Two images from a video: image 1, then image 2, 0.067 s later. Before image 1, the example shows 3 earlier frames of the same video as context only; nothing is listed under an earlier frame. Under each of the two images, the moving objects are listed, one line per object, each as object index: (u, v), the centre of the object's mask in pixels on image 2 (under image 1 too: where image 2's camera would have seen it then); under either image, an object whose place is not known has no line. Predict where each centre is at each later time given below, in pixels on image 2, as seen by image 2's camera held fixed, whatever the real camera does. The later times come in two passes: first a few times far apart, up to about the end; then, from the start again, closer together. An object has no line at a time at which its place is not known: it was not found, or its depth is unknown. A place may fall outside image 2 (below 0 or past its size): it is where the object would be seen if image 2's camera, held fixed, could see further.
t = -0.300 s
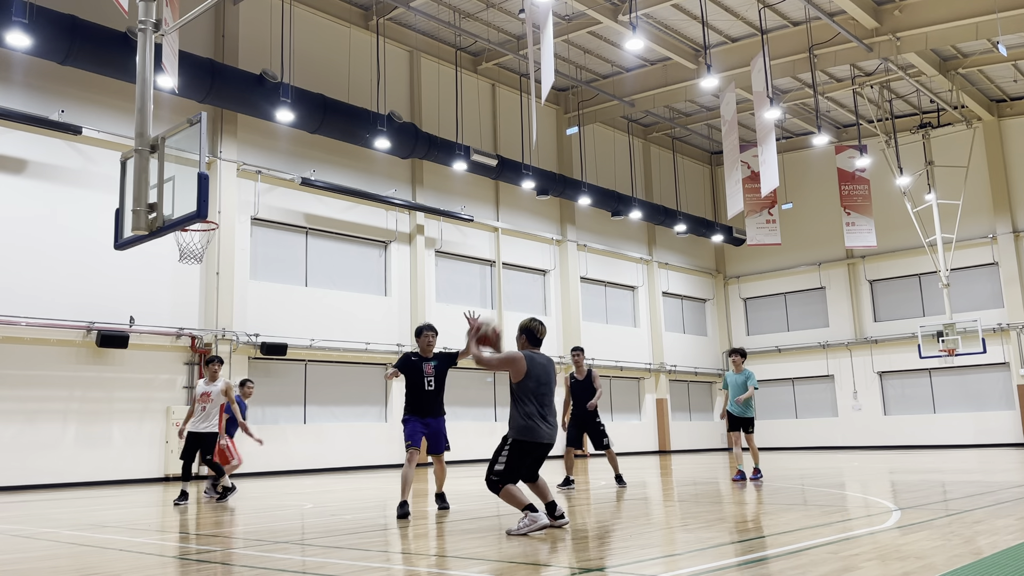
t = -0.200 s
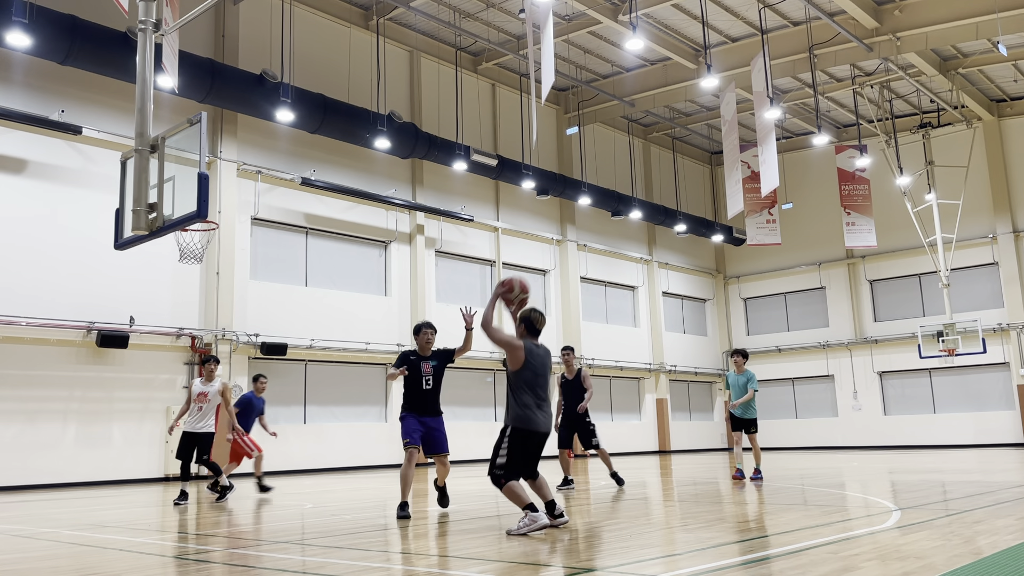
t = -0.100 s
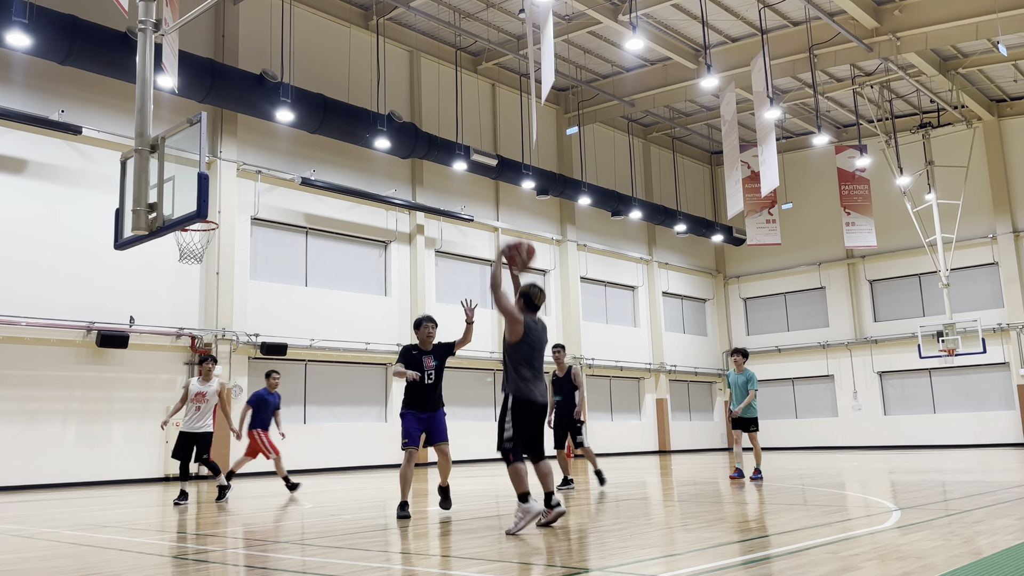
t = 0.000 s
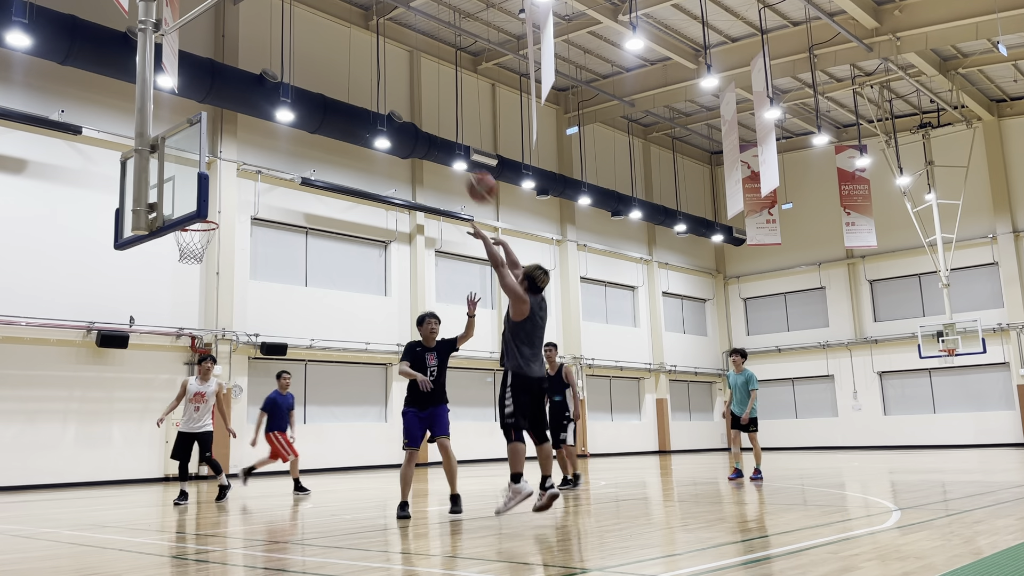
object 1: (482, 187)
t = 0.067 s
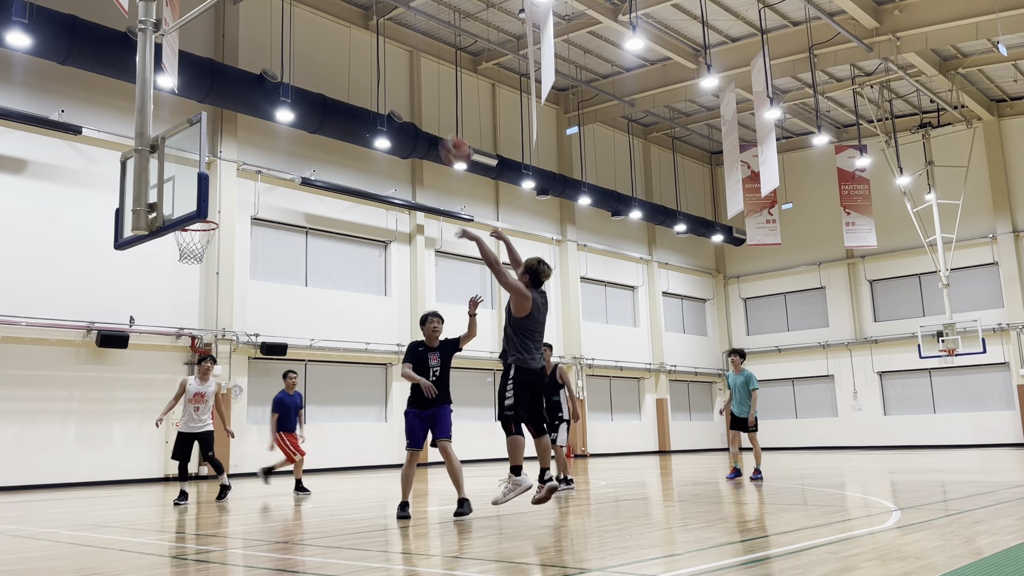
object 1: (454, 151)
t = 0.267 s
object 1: (386, 85)
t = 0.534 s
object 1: (310, 70)
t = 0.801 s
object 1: (248, 120)
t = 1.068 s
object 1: (196, 228)
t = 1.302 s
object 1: (187, 246)
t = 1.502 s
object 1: (195, 275)
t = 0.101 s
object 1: (443, 137)
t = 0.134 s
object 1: (430, 123)
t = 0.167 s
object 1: (419, 111)
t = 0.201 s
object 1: (407, 101)
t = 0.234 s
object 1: (397, 92)
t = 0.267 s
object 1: (386, 85)
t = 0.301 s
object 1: (375, 79)
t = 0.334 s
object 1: (365, 74)
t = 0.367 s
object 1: (355, 71)
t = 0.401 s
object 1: (346, 68)
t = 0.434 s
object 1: (337, 67)
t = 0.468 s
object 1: (328, 67)
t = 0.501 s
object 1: (319, 68)
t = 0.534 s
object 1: (310, 70)
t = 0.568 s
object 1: (302, 73)
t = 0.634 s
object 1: (286, 83)
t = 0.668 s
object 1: (278, 88)
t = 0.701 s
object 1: (270, 95)
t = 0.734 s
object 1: (263, 103)
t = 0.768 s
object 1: (255, 110)
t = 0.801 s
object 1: (248, 120)
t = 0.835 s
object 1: (240, 130)
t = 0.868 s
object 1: (234, 141)
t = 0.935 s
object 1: (219, 165)
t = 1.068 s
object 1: (196, 228)
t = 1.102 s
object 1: (185, 239)
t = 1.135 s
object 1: (181, 247)
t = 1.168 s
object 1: (182, 247)
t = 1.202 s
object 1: (183, 245)
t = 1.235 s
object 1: (185, 245)
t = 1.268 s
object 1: (186, 245)
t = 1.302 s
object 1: (187, 246)
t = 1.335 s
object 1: (189, 249)
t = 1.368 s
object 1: (190, 251)
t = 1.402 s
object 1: (192, 255)
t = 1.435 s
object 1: (193, 259)
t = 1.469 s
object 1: (194, 268)
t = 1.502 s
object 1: (195, 275)
